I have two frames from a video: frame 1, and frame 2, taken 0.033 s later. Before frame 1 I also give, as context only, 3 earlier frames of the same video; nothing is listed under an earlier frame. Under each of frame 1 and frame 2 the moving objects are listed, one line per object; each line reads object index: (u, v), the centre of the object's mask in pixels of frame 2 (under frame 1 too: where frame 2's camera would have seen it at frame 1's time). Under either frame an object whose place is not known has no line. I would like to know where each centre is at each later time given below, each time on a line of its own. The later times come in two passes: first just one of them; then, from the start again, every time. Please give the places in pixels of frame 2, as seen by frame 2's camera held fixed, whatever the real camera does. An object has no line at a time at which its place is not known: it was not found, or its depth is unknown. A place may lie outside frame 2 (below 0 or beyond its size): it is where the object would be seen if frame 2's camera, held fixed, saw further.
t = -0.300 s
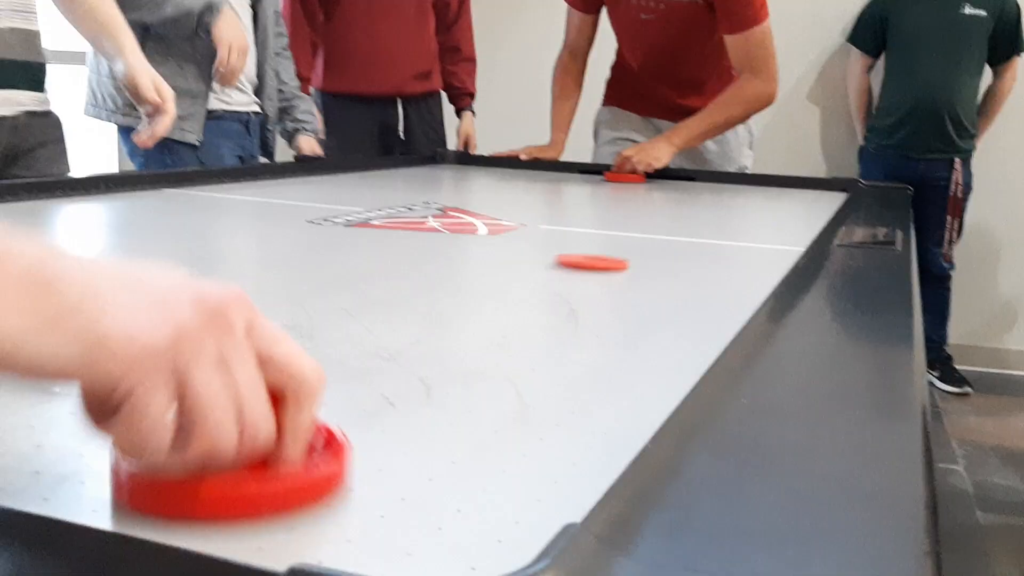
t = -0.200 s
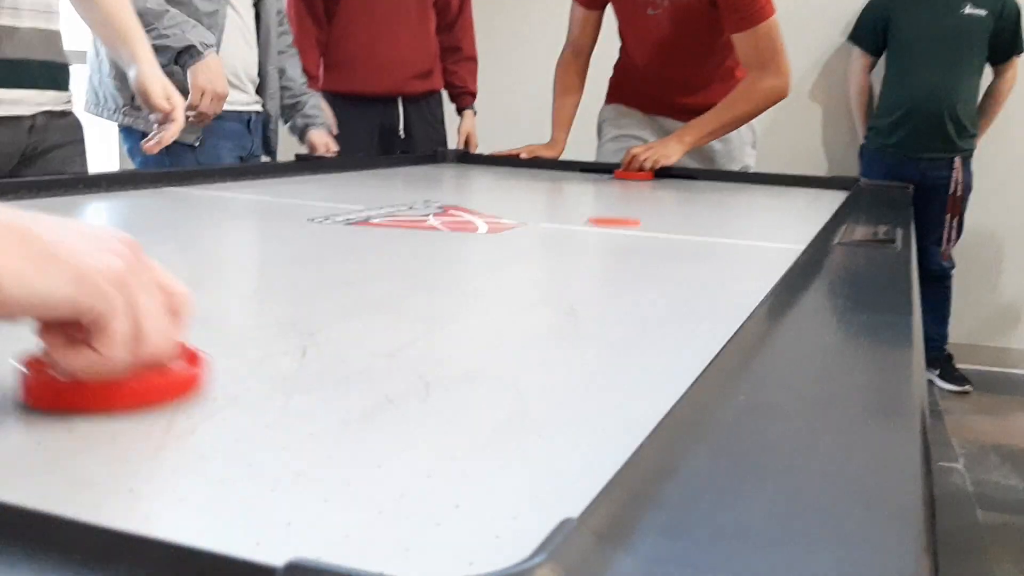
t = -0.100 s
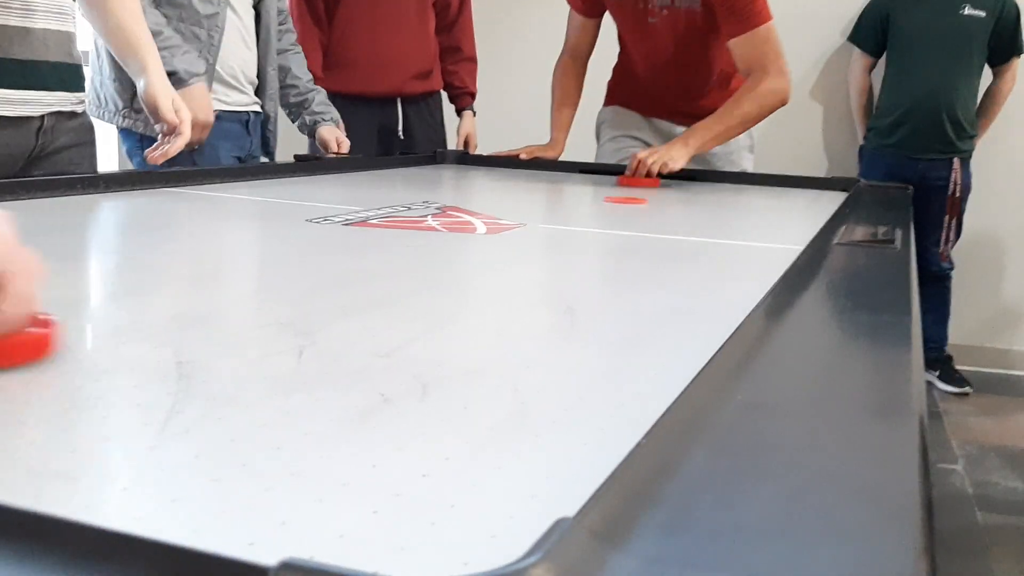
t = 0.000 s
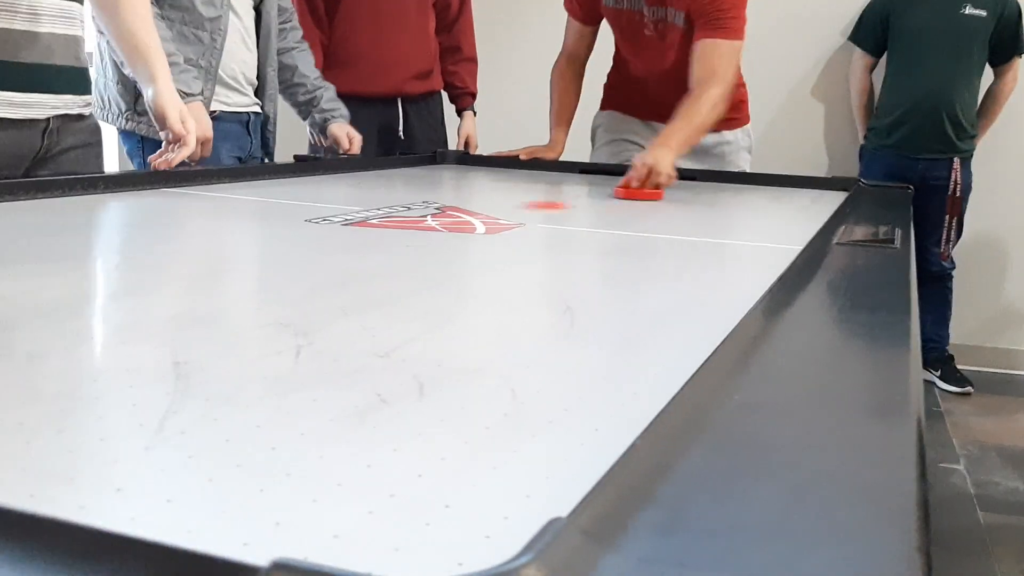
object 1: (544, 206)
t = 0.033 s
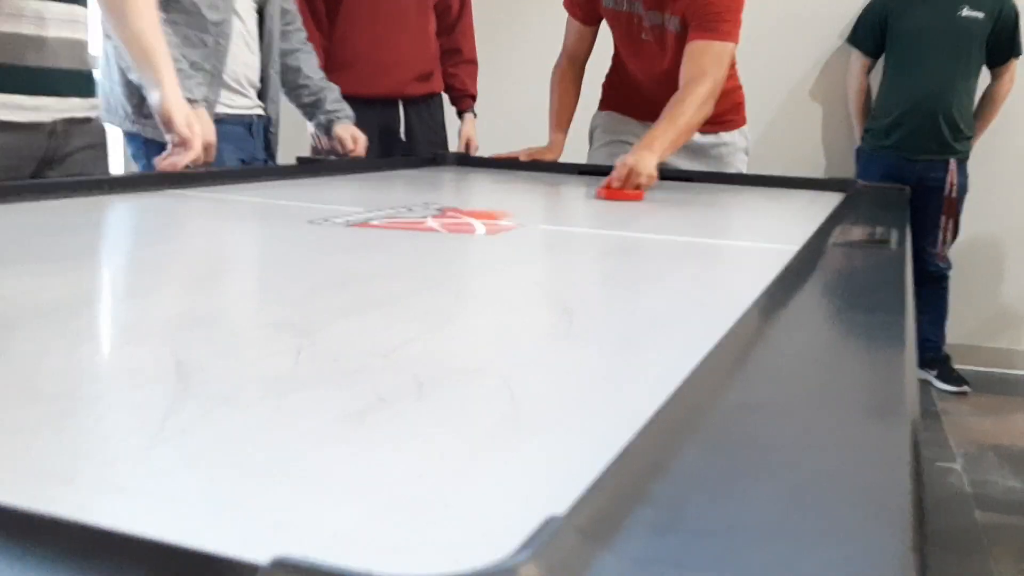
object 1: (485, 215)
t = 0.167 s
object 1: (18, 279)
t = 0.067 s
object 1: (406, 224)
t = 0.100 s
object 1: (307, 239)
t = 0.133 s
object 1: (168, 258)
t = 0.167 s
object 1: (18, 279)
